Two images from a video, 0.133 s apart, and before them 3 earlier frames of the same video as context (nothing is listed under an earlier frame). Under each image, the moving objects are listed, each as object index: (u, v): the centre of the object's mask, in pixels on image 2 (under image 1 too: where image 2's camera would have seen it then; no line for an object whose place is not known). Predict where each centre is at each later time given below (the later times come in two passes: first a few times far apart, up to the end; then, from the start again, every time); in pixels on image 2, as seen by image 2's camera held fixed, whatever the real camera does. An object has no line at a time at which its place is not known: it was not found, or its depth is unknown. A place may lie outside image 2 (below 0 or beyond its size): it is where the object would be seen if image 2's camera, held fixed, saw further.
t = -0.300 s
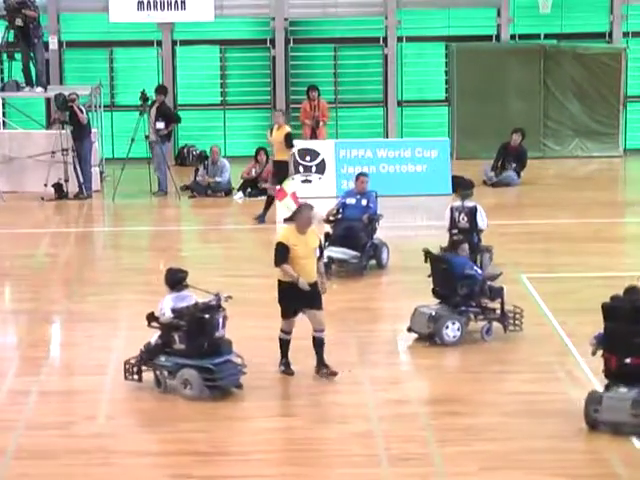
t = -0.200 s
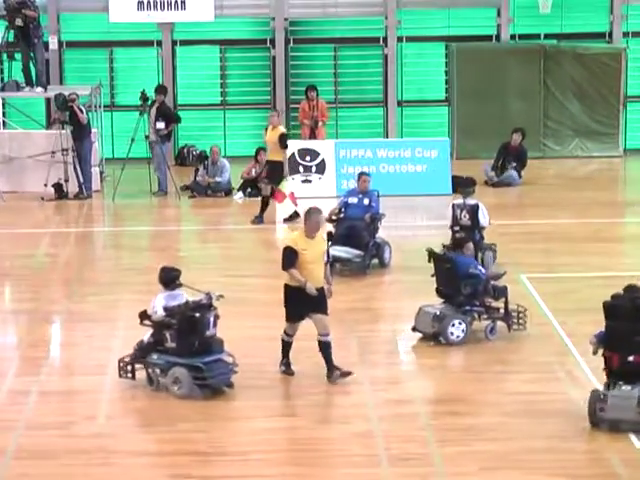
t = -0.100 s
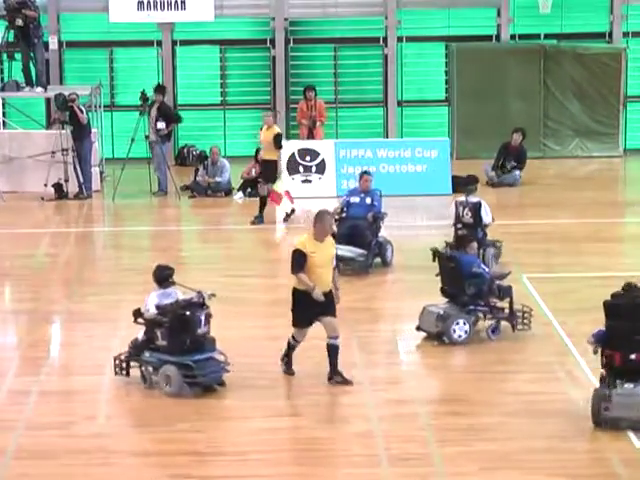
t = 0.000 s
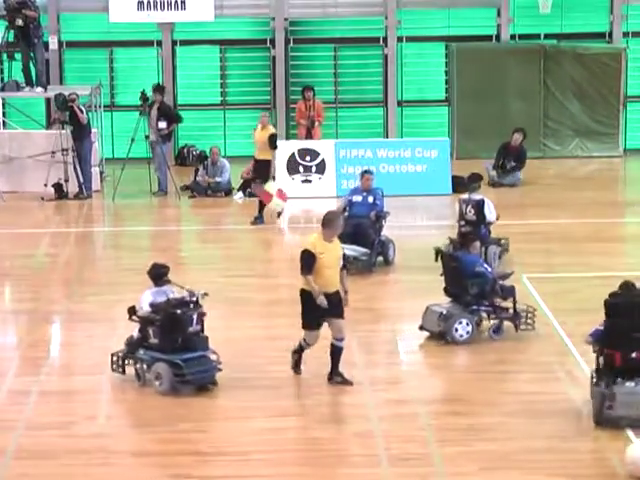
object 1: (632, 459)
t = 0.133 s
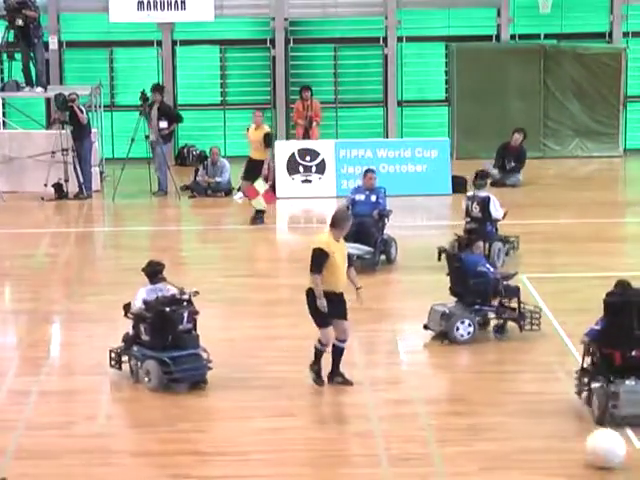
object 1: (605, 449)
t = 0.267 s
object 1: (568, 439)
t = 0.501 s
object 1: (504, 423)
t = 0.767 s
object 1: (438, 407)
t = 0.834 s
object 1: (423, 404)
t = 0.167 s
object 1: (596, 446)
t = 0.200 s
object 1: (586, 443)
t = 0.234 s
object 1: (577, 441)
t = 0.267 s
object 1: (568, 439)
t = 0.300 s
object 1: (558, 437)
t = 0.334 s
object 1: (549, 434)
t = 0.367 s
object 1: (540, 432)
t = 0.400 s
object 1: (531, 430)
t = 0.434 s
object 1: (523, 427)
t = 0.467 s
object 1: (513, 426)
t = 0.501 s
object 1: (504, 423)
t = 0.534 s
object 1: (495, 422)
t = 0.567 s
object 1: (487, 419)
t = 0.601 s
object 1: (479, 417)
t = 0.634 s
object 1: (471, 415)
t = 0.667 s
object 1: (462, 413)
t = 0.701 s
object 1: (454, 411)
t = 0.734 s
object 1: (446, 409)
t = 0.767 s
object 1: (438, 407)
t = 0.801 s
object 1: (430, 406)
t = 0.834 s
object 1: (423, 404)
